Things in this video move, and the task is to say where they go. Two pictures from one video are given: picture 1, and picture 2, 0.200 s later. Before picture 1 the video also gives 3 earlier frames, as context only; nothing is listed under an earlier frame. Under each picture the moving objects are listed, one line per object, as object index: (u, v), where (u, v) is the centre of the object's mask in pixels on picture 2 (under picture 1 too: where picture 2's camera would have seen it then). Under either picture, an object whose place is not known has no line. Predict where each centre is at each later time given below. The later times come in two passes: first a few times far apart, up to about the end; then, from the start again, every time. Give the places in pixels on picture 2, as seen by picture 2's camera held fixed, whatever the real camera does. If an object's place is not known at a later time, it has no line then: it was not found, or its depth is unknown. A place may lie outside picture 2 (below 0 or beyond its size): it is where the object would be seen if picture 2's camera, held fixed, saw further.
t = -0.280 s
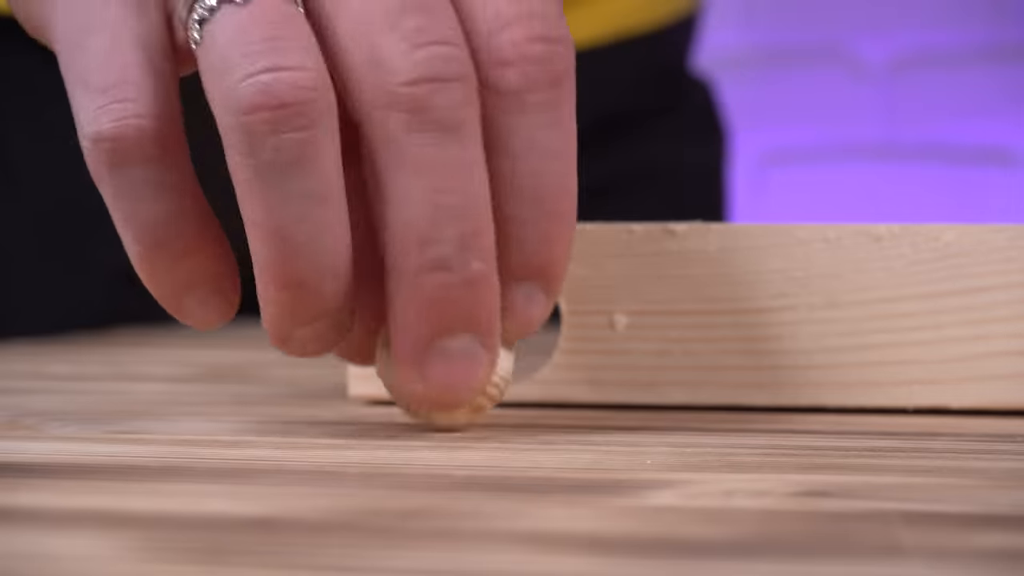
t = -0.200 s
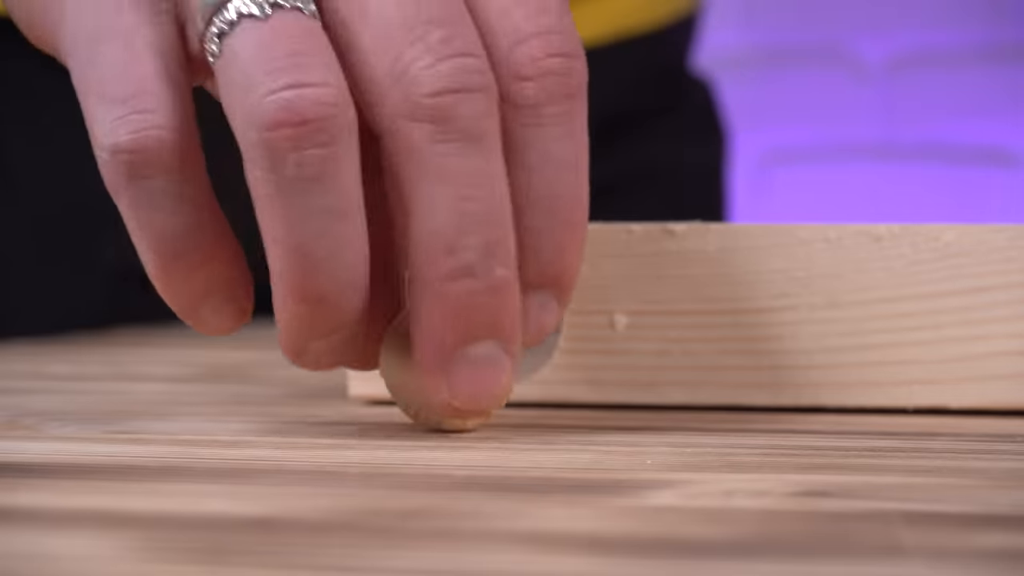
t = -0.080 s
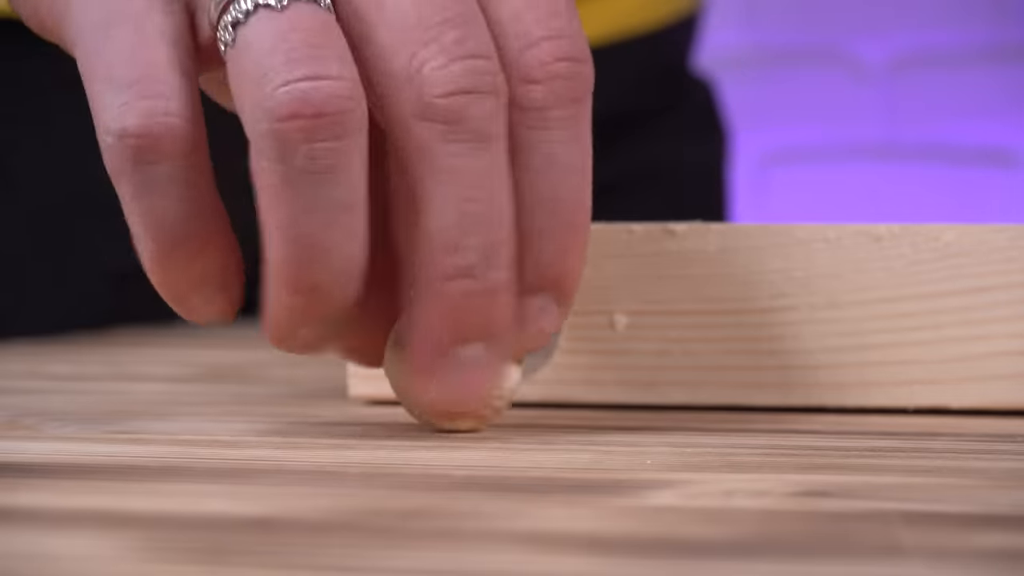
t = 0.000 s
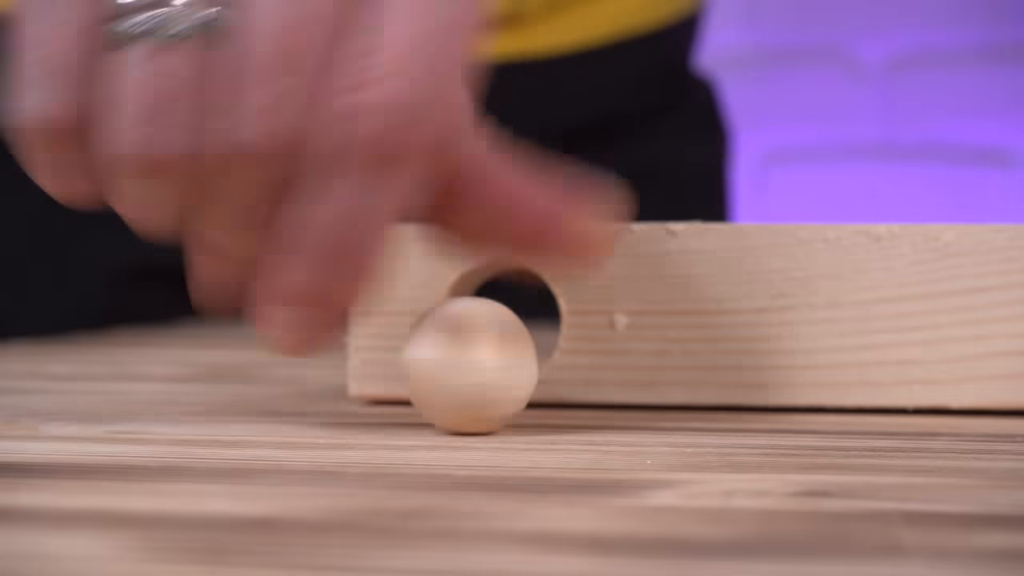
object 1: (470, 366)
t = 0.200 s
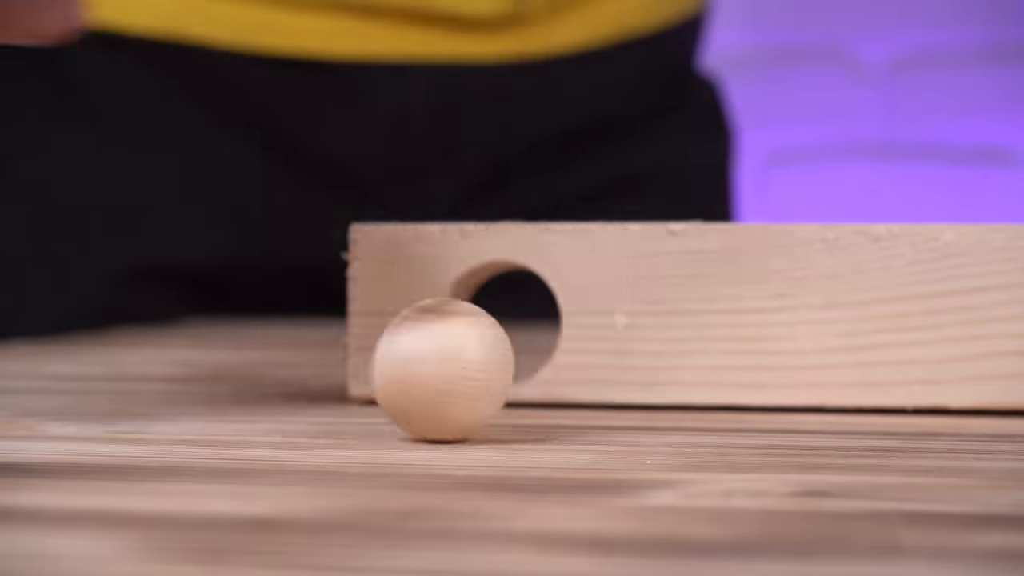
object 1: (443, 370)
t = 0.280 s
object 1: (433, 373)
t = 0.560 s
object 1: (376, 373)
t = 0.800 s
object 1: (394, 369)
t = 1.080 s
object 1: (383, 373)
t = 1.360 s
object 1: (392, 378)
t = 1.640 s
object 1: (425, 379)
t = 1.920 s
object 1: (416, 378)
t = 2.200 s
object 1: (411, 379)
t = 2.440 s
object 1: (417, 378)
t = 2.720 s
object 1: (420, 379)
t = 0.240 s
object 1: (435, 372)
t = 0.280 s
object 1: (433, 373)
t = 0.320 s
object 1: (430, 373)
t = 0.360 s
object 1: (421, 374)
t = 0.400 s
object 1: (409, 373)
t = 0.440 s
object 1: (397, 374)
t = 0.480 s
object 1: (386, 374)
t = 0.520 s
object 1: (380, 374)
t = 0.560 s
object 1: (376, 373)
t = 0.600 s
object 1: (373, 372)
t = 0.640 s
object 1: (375, 371)
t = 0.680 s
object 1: (380, 372)
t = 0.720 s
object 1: (388, 370)
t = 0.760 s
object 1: (391, 369)
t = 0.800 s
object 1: (394, 369)
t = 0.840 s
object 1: (394, 370)
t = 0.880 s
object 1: (390, 371)
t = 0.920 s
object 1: (386, 372)
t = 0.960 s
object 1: (384, 372)
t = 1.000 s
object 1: (383, 371)
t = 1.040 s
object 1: (384, 372)
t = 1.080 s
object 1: (383, 373)
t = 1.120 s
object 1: (382, 374)
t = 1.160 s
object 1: (381, 375)
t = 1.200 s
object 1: (379, 376)
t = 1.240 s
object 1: (376, 376)
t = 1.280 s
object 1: (377, 377)
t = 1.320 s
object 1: (383, 377)
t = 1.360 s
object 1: (392, 378)
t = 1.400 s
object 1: (395, 378)
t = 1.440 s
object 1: (398, 378)
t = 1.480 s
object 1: (402, 378)
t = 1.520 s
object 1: (408, 378)
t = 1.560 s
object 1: (414, 379)
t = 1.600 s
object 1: (420, 379)
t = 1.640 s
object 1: (425, 379)
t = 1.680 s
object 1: (427, 379)
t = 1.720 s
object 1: (428, 378)
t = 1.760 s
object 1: (429, 378)
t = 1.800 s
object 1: (429, 378)
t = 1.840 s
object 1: (427, 377)
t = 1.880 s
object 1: (420, 377)
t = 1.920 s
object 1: (416, 378)
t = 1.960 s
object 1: (415, 378)
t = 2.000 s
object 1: (416, 379)
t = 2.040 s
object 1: (419, 379)
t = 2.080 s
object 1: (418, 379)
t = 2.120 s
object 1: (413, 379)
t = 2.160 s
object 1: (410, 379)
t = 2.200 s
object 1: (411, 379)
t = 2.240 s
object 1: (414, 379)
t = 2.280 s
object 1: (418, 379)
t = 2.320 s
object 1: (422, 378)
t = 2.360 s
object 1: (419, 379)
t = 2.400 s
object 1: (416, 378)
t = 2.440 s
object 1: (417, 378)
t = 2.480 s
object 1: (420, 378)
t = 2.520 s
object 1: (423, 378)
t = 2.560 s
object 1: (421, 378)
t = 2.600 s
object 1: (420, 379)
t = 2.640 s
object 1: (420, 379)
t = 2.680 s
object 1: (420, 379)
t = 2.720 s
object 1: (420, 379)
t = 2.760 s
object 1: (420, 379)
